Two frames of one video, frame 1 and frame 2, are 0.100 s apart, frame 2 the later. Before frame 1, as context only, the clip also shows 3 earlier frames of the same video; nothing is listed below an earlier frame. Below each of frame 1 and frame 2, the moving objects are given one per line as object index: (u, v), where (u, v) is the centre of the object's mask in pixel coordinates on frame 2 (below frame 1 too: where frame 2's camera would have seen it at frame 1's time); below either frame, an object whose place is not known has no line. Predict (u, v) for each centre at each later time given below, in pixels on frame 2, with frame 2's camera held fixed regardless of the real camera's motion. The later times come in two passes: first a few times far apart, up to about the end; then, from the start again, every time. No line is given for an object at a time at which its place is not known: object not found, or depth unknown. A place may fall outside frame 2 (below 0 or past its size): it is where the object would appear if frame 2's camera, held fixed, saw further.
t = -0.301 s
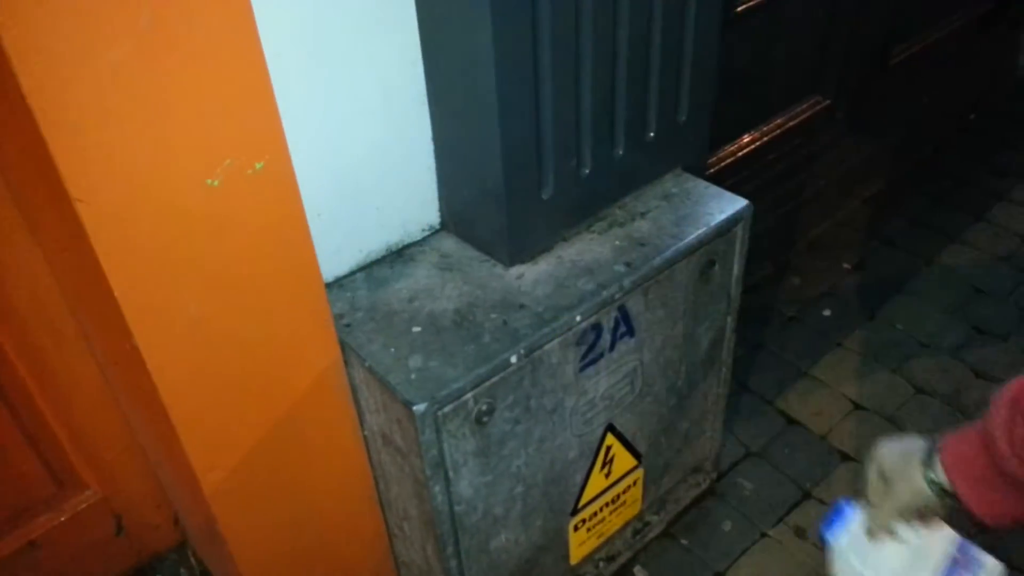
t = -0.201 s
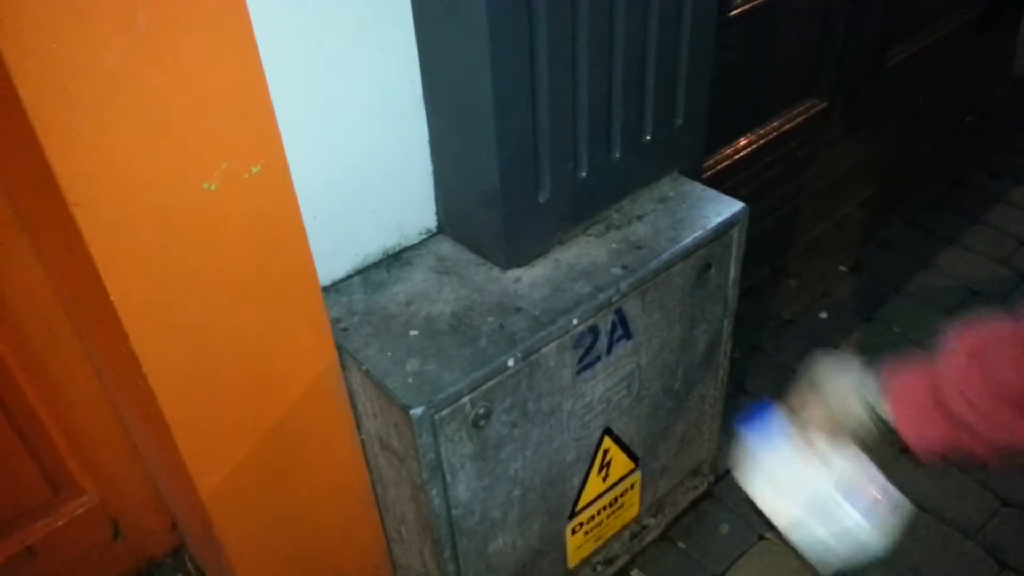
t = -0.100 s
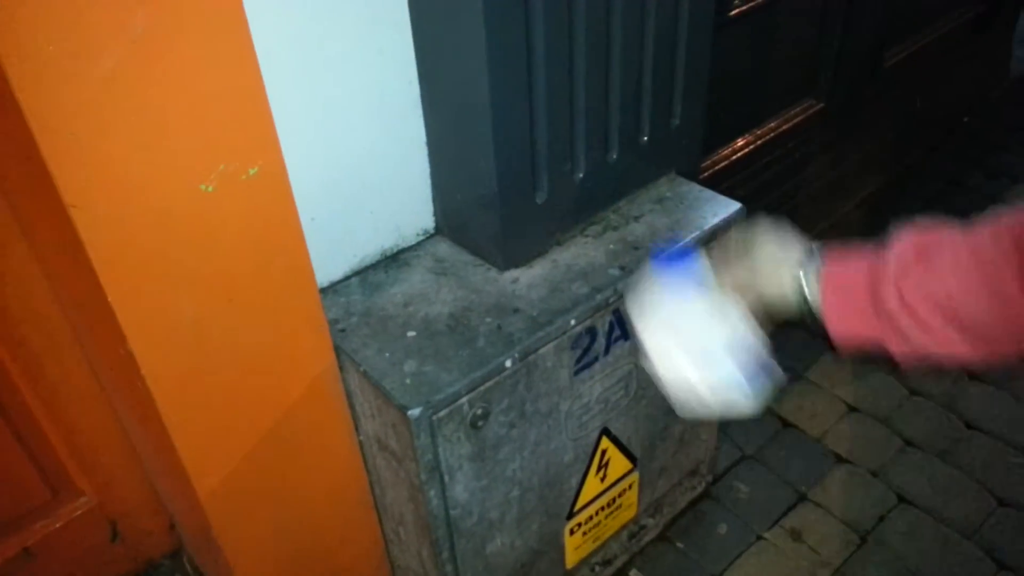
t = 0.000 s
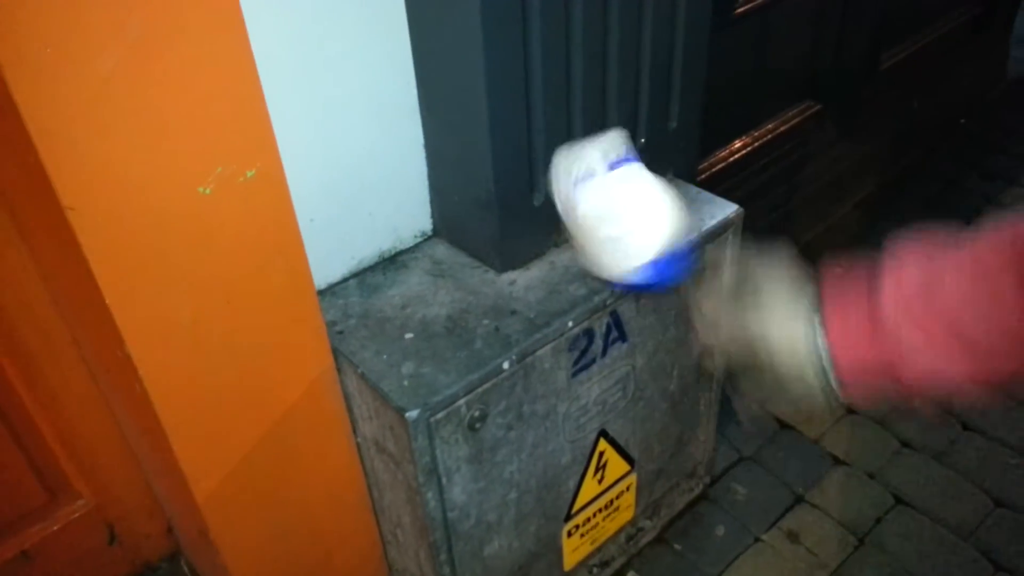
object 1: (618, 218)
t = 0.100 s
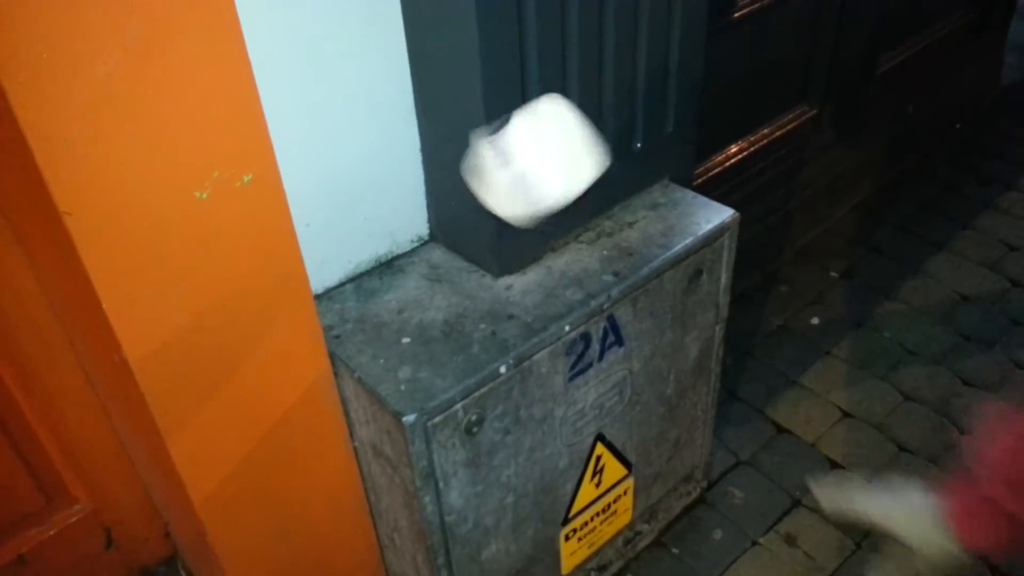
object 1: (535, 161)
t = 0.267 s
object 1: (446, 256)
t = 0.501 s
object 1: (397, 243)
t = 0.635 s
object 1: (397, 244)
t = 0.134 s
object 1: (512, 164)
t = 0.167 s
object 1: (487, 172)
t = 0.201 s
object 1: (470, 191)
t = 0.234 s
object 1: (457, 223)
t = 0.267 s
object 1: (446, 256)
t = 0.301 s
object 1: (434, 268)
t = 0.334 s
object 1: (422, 262)
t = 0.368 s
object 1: (412, 252)
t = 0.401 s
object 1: (403, 246)
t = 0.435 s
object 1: (397, 243)
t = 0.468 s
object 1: (398, 243)
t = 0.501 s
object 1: (397, 243)
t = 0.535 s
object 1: (397, 243)
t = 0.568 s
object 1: (397, 243)
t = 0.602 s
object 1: (397, 244)
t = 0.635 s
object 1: (397, 244)
